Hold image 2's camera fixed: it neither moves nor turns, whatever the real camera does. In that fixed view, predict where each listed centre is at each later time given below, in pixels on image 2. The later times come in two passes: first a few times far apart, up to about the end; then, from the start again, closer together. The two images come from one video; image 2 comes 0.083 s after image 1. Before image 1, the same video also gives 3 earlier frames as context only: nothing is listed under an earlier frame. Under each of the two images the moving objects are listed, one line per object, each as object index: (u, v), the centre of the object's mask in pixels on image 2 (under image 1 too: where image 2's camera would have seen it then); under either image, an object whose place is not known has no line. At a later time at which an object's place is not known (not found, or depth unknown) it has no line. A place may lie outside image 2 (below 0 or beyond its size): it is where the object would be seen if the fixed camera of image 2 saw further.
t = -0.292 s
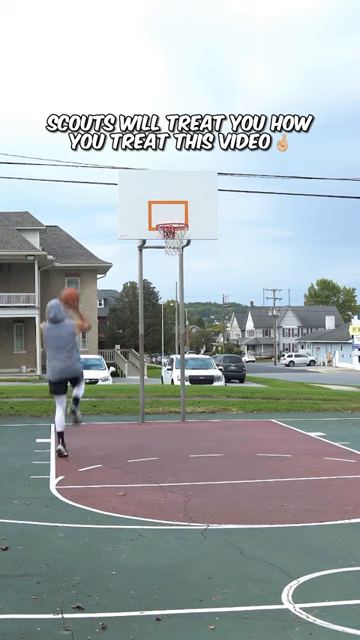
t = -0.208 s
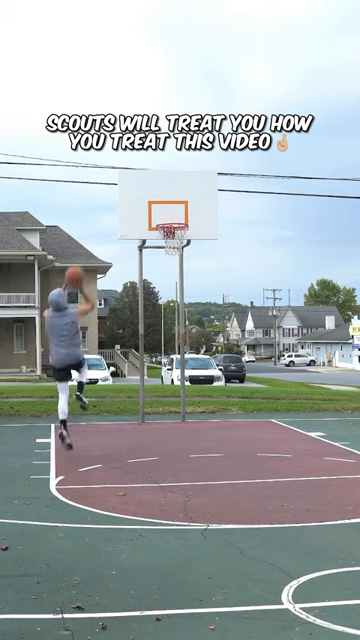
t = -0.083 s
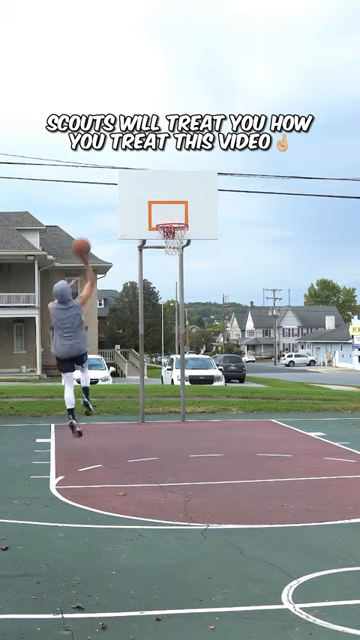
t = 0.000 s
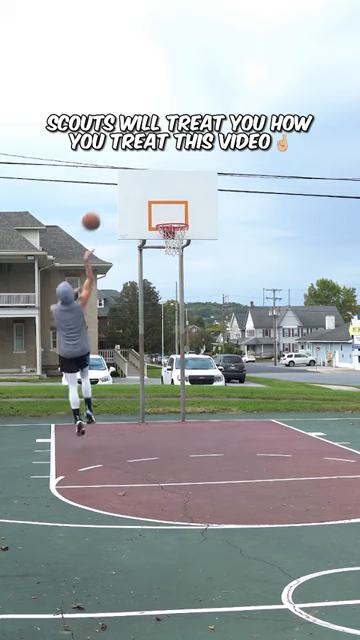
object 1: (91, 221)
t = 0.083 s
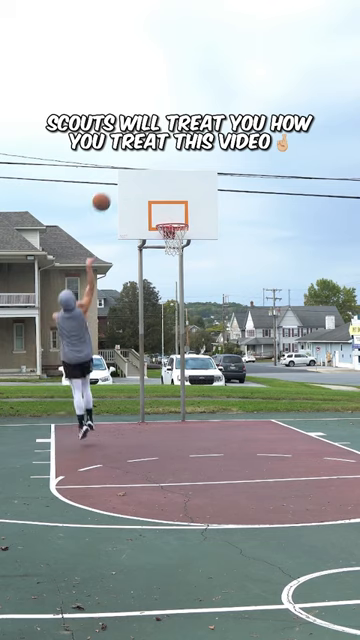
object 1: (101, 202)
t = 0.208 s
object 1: (116, 183)
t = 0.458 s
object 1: (143, 180)
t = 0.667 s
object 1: (165, 210)
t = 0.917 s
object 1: (183, 259)
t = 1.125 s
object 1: (191, 309)
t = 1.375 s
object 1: (201, 404)
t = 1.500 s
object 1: (200, 391)
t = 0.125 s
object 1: (106, 194)
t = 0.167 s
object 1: (111, 188)
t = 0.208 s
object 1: (116, 183)
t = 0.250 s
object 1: (120, 179)
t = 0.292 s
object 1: (125, 177)
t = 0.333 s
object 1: (130, 176)
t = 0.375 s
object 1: (135, 176)
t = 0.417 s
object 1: (139, 178)
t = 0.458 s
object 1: (143, 180)
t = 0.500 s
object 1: (148, 184)
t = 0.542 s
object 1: (152, 188)
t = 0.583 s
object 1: (157, 194)
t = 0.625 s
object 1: (161, 201)
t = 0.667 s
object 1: (165, 210)
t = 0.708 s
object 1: (169, 218)
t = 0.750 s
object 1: (172, 229)
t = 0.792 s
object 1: (177, 239)
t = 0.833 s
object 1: (181, 248)
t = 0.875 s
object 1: (182, 252)
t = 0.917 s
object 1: (183, 259)
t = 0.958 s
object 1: (185, 267)
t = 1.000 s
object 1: (186, 276)
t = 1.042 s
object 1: (188, 286)
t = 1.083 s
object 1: (190, 297)
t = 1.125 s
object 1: (191, 309)
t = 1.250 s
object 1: (196, 349)
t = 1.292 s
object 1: (198, 366)
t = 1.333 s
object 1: (199, 384)
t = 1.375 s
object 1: (201, 404)
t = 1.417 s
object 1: (202, 418)
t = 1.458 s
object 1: (201, 404)
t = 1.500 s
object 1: (200, 391)
